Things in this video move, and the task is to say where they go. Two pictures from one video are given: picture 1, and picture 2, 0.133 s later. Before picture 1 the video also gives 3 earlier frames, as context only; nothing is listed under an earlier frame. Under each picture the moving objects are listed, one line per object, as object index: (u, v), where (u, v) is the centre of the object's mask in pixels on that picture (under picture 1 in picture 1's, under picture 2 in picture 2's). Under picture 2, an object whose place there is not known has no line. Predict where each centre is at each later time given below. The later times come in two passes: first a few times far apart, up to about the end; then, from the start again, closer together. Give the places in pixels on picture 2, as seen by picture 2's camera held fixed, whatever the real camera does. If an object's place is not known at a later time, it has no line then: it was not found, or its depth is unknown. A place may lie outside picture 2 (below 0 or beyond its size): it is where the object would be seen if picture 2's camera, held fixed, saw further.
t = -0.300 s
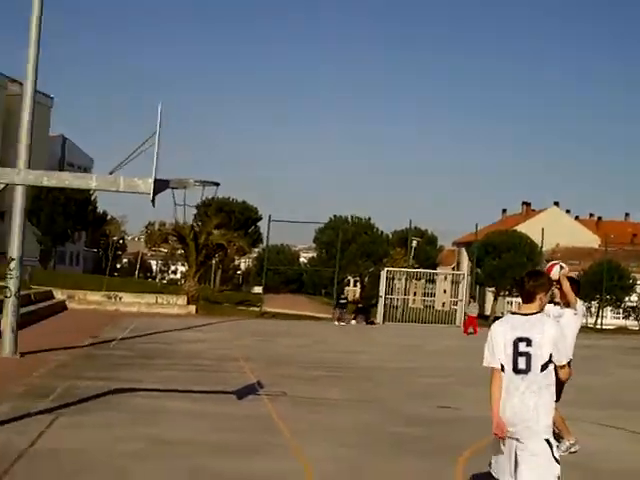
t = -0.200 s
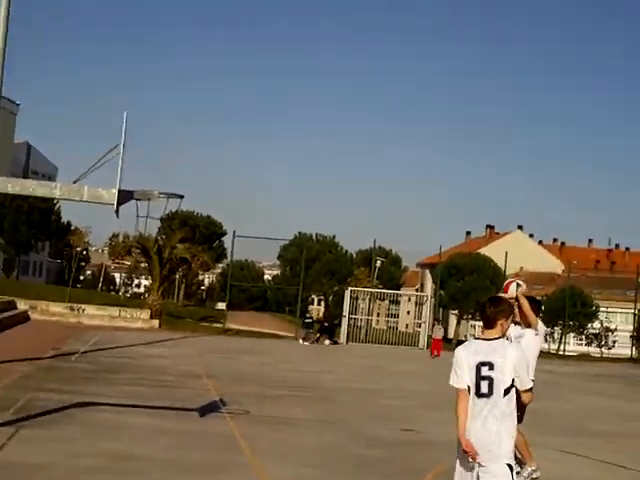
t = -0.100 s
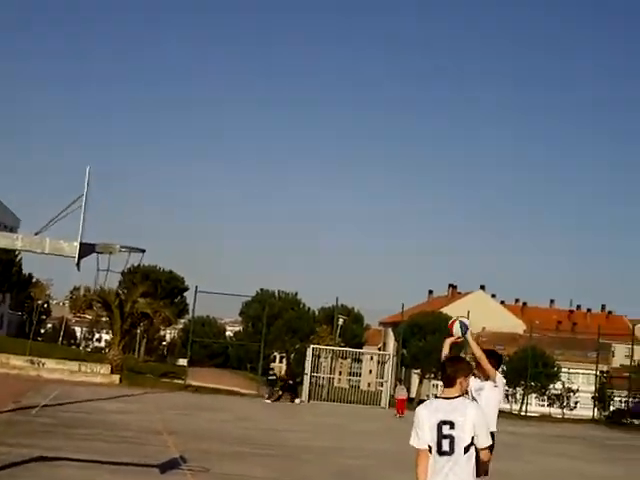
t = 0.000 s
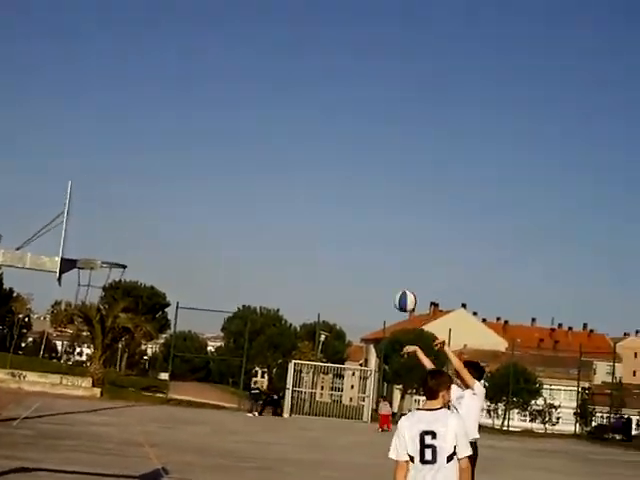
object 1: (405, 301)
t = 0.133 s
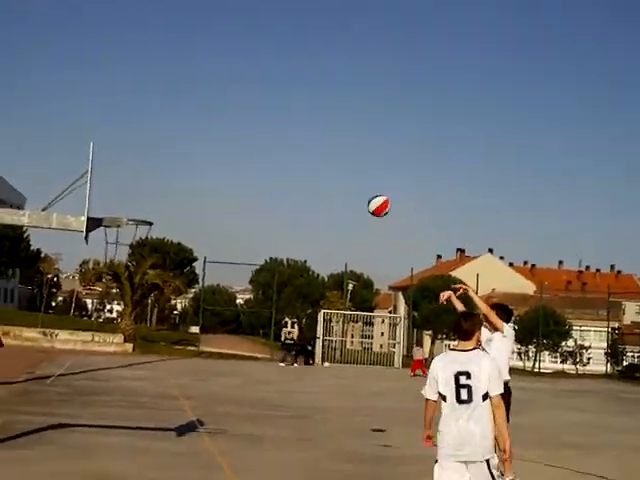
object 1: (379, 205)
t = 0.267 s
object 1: (324, 178)
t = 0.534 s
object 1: (213, 173)
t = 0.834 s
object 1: (124, 251)
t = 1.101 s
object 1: (147, 393)
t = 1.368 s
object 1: (188, 400)
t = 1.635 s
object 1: (242, 325)
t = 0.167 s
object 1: (369, 197)
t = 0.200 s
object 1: (355, 188)
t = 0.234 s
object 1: (339, 182)
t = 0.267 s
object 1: (324, 178)
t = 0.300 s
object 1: (314, 174)
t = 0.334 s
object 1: (301, 169)
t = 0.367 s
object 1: (288, 166)
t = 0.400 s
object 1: (274, 166)
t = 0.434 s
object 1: (260, 167)
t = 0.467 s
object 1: (245, 170)
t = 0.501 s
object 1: (229, 172)
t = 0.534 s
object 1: (213, 173)
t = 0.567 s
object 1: (202, 175)
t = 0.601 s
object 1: (186, 181)
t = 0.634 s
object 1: (169, 188)
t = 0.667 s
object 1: (157, 196)
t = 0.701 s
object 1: (141, 205)
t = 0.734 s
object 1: (122, 213)
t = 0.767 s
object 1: (116, 231)
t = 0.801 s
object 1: (120, 241)
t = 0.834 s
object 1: (124, 251)
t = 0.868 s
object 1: (126, 264)
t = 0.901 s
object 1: (130, 278)
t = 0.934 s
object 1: (133, 293)
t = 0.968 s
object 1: (136, 312)
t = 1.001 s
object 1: (136, 332)
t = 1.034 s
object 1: (141, 349)
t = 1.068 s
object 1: (145, 371)
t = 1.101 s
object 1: (147, 393)
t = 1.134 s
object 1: (149, 418)
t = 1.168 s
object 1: (151, 442)
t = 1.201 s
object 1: (154, 467)
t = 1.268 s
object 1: (167, 447)
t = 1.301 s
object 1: (173, 430)
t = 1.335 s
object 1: (181, 415)
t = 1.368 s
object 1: (188, 400)
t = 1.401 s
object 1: (195, 387)
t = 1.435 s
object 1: (202, 374)
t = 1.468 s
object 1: (209, 363)
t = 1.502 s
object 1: (216, 353)
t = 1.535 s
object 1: (222, 346)
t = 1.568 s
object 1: (229, 338)
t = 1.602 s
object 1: (235, 331)
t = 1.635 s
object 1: (242, 325)
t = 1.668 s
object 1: (248, 321)
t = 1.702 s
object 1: (255, 318)
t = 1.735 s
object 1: (261, 315)
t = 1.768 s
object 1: (267, 314)
